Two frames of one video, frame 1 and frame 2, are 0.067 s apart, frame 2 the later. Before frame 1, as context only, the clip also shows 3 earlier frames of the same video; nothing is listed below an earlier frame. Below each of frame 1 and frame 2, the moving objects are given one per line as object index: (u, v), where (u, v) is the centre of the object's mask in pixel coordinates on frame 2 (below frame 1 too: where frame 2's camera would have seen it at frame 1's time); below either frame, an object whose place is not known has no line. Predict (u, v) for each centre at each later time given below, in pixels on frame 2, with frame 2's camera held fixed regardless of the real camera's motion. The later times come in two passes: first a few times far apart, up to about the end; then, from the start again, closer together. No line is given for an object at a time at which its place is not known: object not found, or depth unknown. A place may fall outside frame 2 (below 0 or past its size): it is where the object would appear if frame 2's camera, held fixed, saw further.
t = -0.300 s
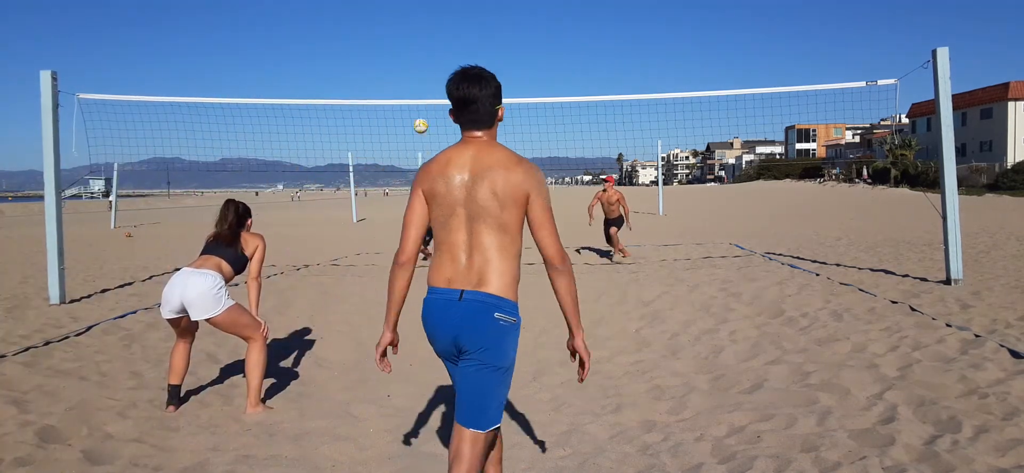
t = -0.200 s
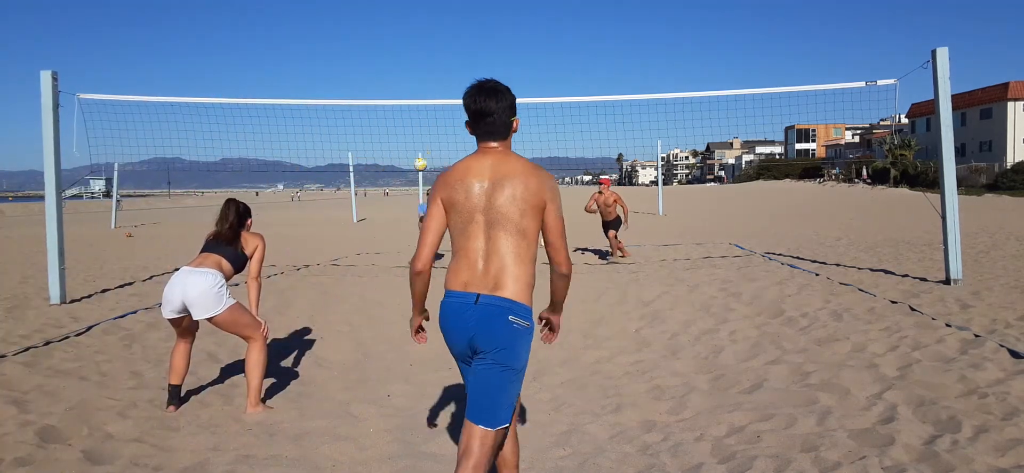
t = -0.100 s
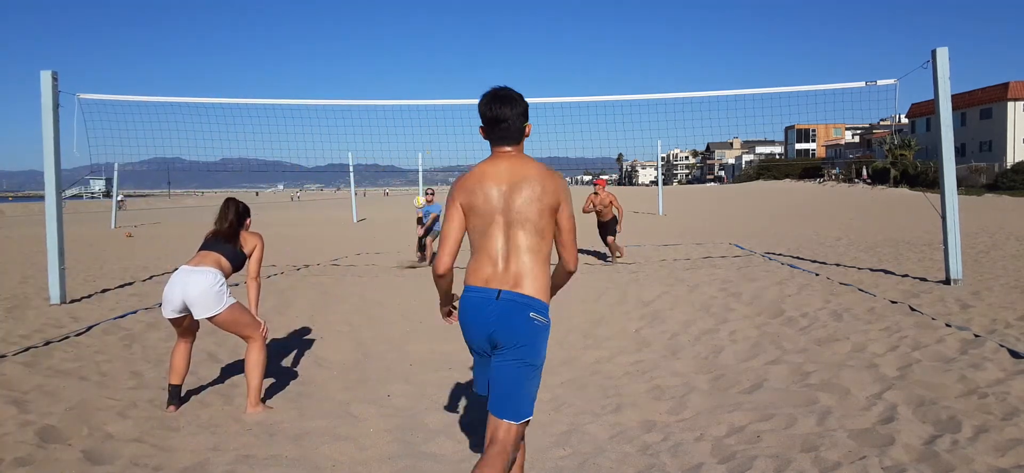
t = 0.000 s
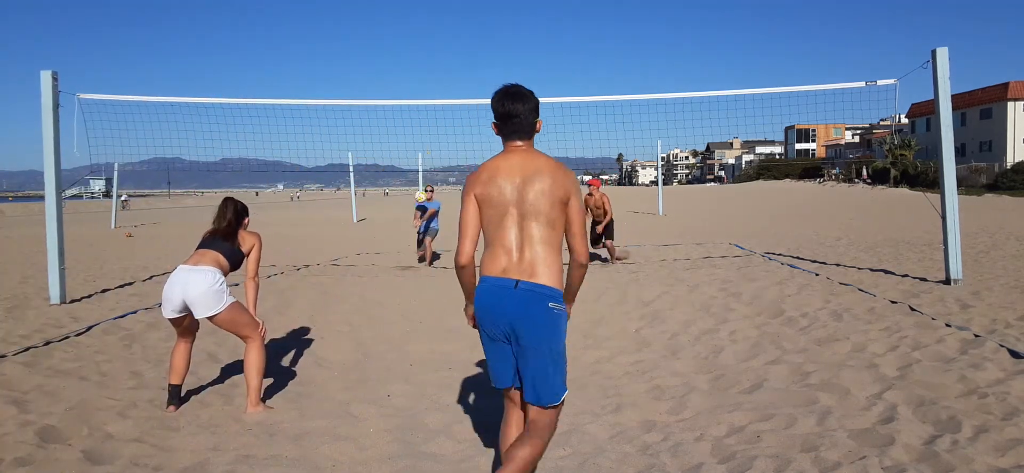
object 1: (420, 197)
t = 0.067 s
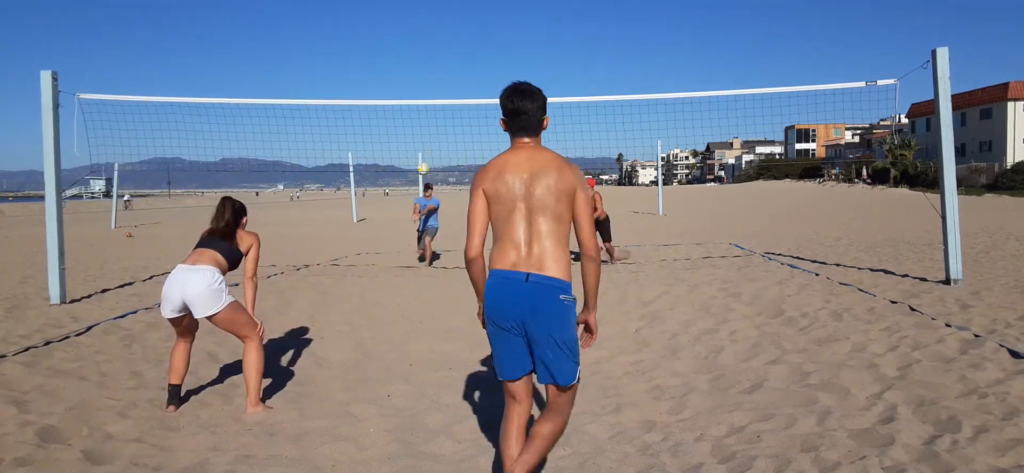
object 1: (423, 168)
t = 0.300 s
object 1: (430, 88)
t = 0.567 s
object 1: (438, 30)
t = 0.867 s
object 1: (449, 13)
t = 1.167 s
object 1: (459, 53)
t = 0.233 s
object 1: (428, 109)
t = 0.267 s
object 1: (429, 96)
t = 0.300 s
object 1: (430, 88)
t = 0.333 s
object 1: (431, 79)
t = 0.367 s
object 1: (432, 70)
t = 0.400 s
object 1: (433, 62)
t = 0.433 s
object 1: (434, 54)
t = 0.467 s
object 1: (435, 47)
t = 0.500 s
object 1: (436, 41)
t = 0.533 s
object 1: (437, 35)
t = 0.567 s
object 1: (438, 30)
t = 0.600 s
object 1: (439, 26)
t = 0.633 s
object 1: (441, 22)
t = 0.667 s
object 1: (442, 19)
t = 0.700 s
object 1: (443, 16)
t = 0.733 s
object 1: (444, 15)
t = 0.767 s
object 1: (445, 13)
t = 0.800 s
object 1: (446, 13)
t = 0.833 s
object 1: (447, 13)
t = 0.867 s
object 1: (449, 13)
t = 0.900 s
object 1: (450, 15)
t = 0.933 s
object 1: (451, 17)
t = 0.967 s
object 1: (452, 20)
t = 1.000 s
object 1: (453, 24)
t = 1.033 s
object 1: (454, 28)
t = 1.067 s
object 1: (456, 33)
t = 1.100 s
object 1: (457, 39)
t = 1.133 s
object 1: (458, 46)
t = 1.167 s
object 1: (459, 53)
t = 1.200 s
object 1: (460, 60)
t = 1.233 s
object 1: (461, 69)
